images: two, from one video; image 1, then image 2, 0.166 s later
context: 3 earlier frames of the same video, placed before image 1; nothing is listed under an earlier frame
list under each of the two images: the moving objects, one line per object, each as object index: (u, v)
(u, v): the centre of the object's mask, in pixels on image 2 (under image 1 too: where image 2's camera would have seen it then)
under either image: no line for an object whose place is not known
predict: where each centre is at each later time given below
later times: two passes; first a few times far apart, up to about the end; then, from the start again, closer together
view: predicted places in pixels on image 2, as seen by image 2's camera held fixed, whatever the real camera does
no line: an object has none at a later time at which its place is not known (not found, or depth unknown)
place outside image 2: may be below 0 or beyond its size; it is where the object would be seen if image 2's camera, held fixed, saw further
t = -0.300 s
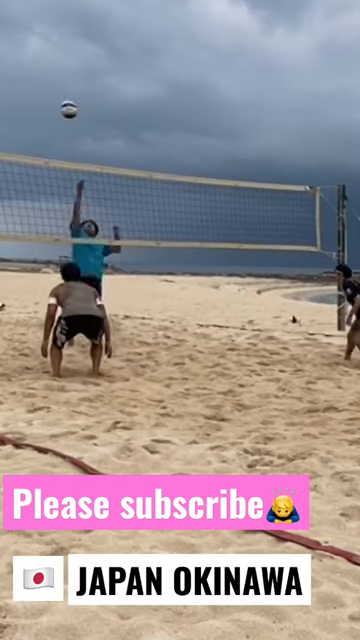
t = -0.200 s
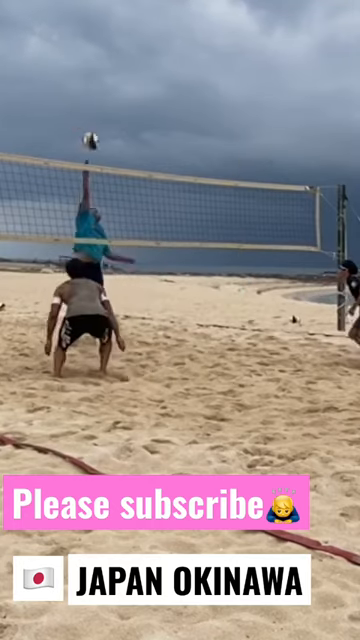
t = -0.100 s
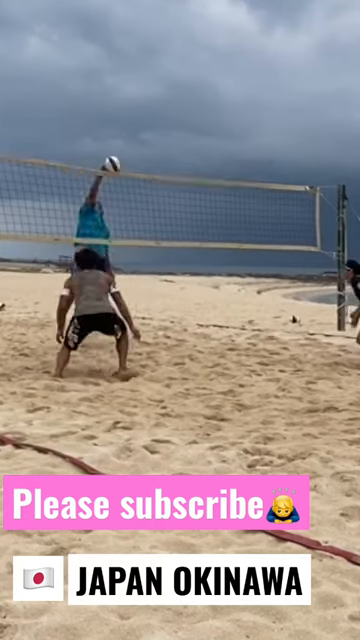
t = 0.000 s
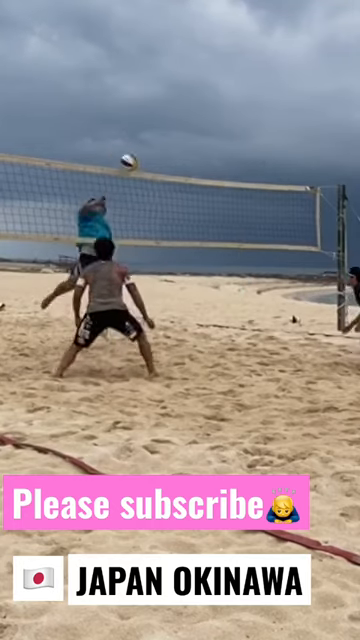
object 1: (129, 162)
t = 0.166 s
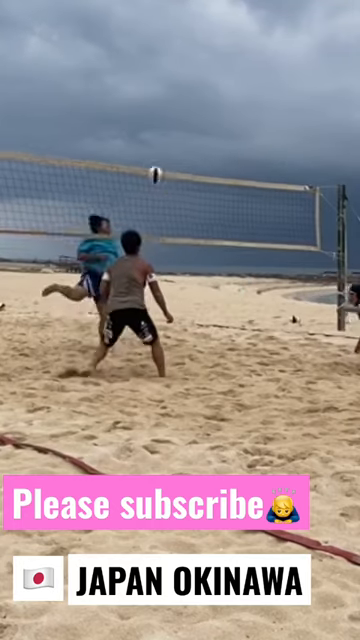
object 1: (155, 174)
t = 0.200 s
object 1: (159, 179)
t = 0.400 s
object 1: (191, 226)
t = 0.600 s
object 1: (218, 300)
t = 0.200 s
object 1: (159, 179)
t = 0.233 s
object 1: (165, 185)
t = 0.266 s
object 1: (171, 191)
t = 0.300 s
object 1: (176, 199)
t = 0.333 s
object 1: (180, 208)
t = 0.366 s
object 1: (186, 217)
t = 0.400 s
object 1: (191, 226)
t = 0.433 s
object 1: (195, 237)
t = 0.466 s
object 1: (199, 248)
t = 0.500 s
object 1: (204, 259)
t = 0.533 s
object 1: (209, 273)
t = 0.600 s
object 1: (218, 300)
